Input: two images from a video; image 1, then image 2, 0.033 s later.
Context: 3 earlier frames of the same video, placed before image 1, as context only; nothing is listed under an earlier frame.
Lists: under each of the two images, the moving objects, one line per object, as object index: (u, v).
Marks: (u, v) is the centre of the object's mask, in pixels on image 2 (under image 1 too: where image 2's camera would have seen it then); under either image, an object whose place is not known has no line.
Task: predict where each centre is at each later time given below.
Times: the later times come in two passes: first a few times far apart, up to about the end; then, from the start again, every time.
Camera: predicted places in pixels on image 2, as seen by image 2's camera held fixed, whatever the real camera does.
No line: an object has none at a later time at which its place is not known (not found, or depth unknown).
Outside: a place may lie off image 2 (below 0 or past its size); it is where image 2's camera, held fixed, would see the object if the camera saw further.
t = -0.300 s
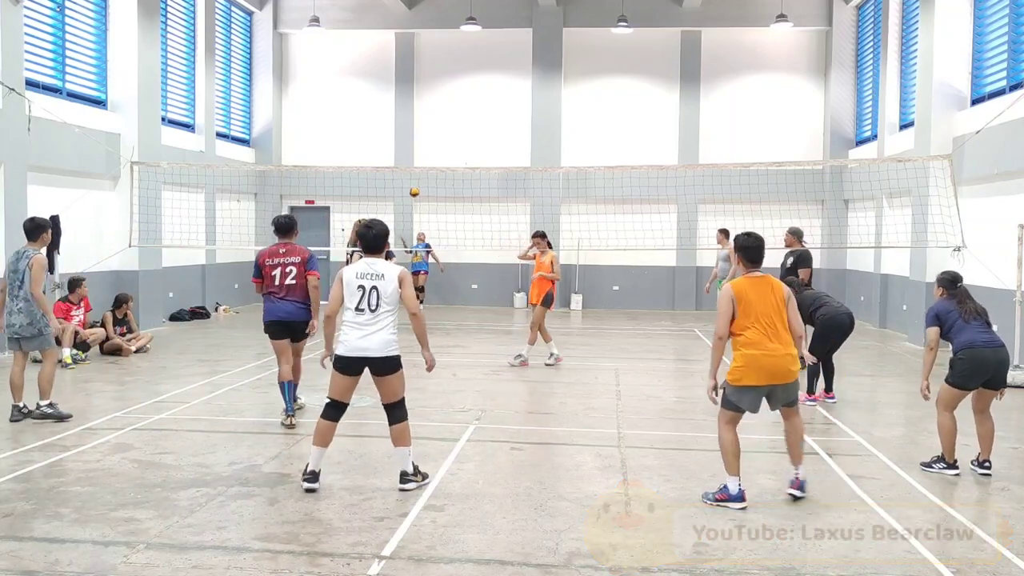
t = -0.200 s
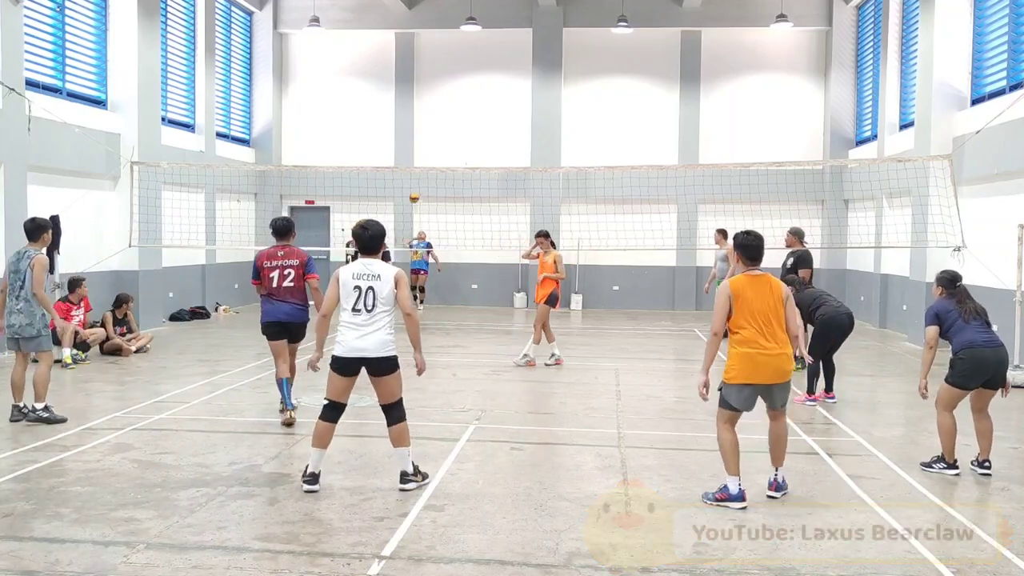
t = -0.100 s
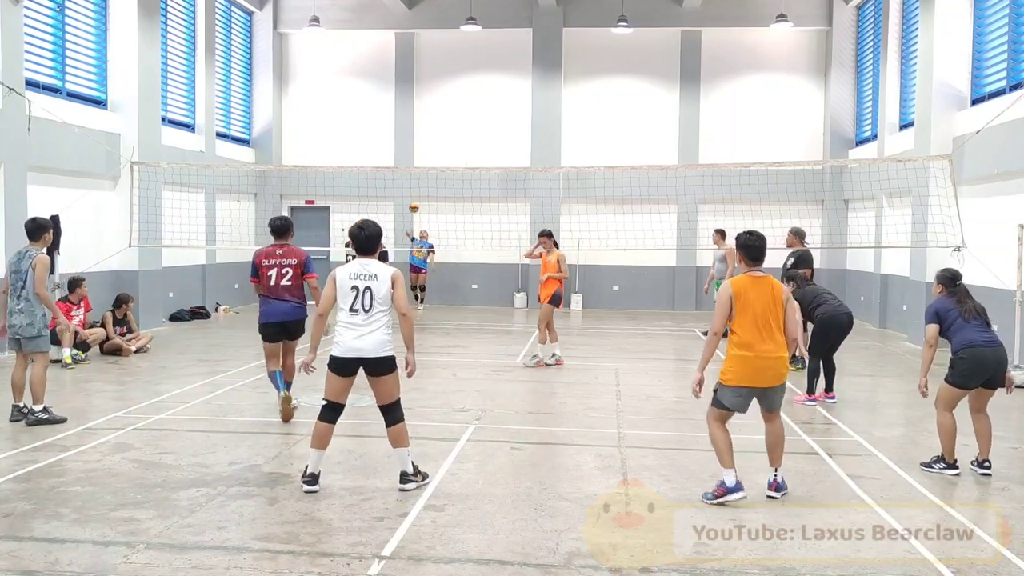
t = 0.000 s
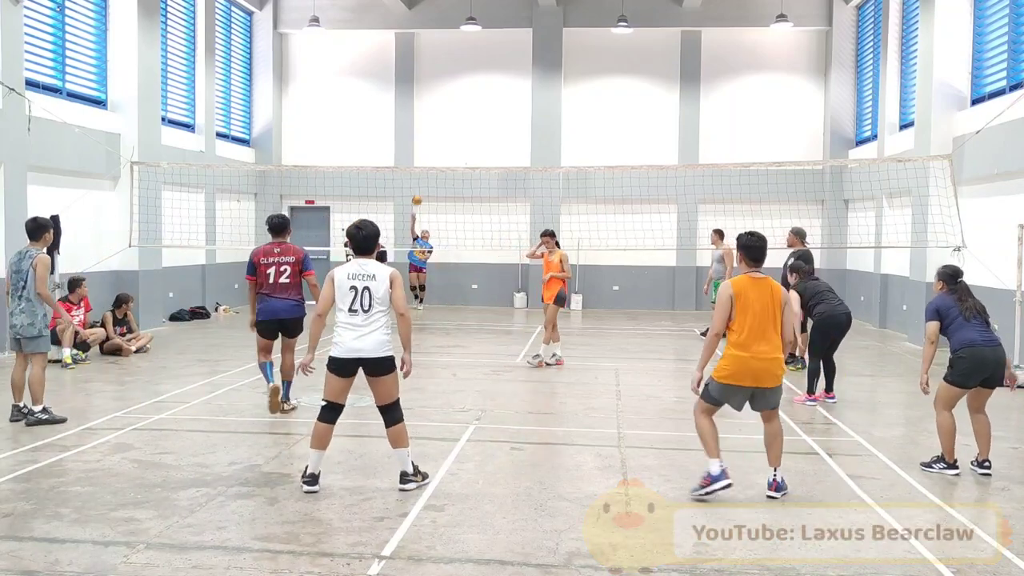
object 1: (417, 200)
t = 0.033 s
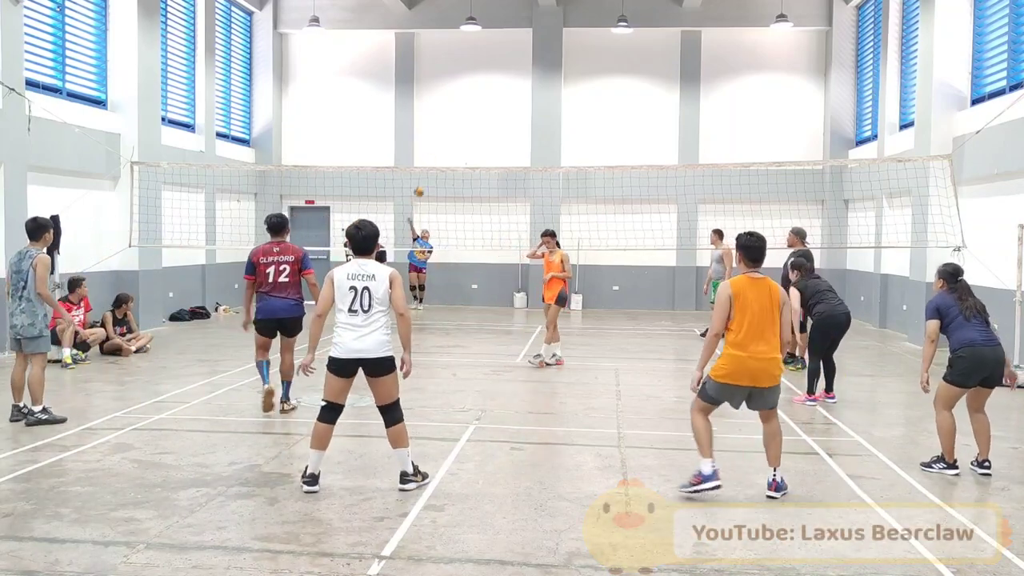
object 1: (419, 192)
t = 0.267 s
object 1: (437, 140)
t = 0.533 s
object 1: (463, 116)
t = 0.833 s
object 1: (497, 154)
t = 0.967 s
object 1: (517, 207)
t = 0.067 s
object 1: (421, 184)
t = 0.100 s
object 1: (423, 176)
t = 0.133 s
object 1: (425, 165)
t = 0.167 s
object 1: (428, 160)
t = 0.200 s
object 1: (431, 153)
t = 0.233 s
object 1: (434, 146)
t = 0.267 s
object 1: (437, 140)
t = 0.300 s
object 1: (440, 135)
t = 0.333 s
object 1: (443, 130)
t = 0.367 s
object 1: (446, 126)
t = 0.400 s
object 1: (450, 123)
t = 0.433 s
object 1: (453, 120)
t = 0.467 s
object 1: (456, 118)
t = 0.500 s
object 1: (460, 116)
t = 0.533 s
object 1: (463, 116)
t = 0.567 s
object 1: (466, 116)
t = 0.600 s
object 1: (470, 116)
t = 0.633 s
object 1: (473, 118)
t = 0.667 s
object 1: (477, 121)
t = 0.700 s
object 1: (481, 125)
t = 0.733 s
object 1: (485, 130)
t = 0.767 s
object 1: (489, 137)
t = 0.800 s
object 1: (493, 144)
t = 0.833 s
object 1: (497, 154)
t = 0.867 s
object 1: (502, 165)
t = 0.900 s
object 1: (506, 176)
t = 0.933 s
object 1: (512, 190)
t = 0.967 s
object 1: (517, 207)
